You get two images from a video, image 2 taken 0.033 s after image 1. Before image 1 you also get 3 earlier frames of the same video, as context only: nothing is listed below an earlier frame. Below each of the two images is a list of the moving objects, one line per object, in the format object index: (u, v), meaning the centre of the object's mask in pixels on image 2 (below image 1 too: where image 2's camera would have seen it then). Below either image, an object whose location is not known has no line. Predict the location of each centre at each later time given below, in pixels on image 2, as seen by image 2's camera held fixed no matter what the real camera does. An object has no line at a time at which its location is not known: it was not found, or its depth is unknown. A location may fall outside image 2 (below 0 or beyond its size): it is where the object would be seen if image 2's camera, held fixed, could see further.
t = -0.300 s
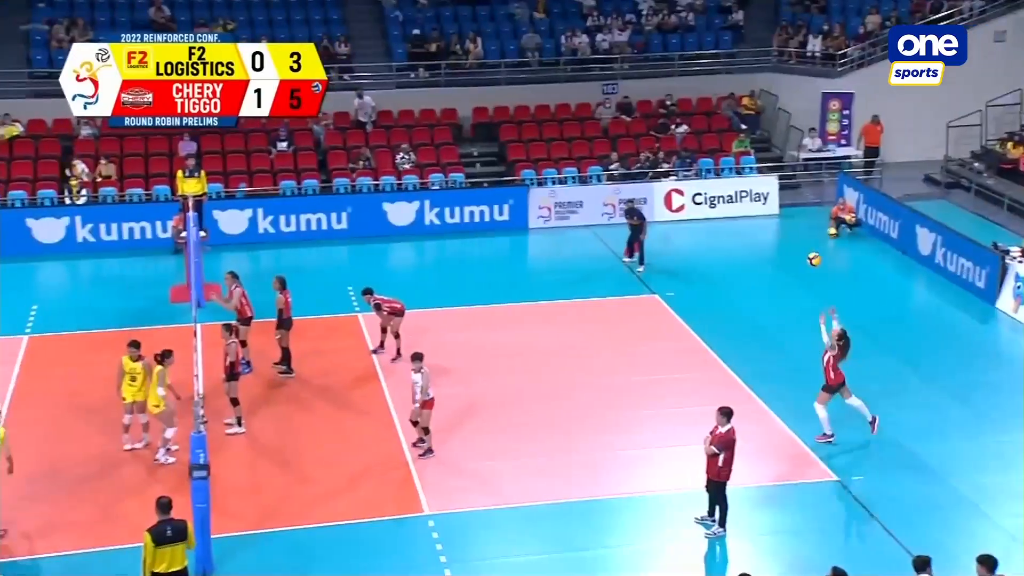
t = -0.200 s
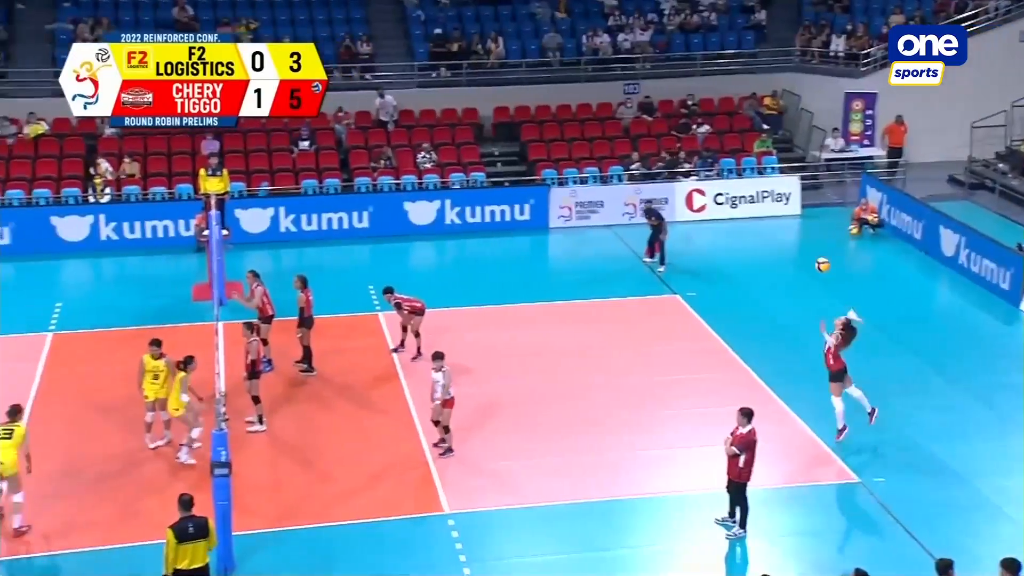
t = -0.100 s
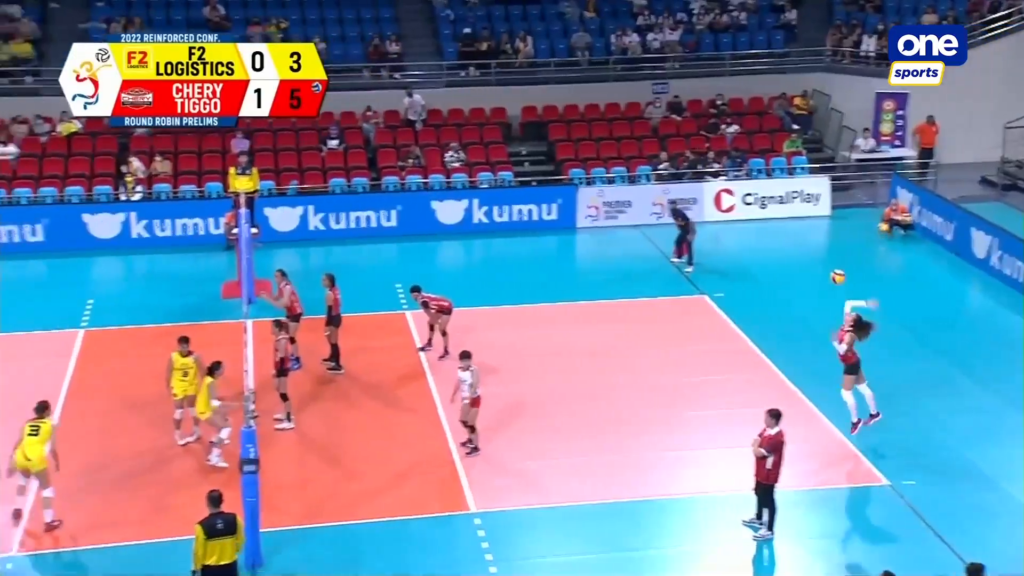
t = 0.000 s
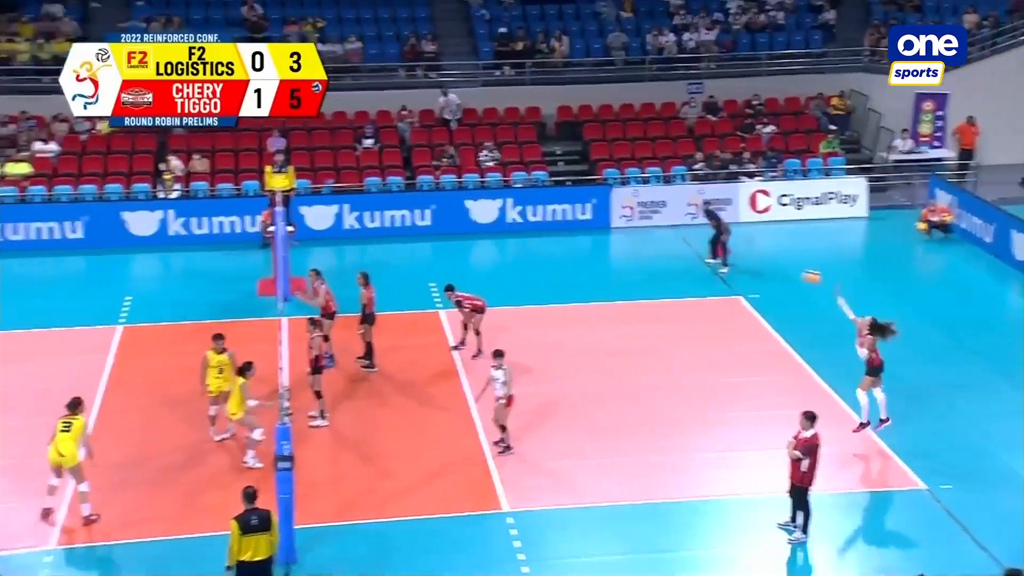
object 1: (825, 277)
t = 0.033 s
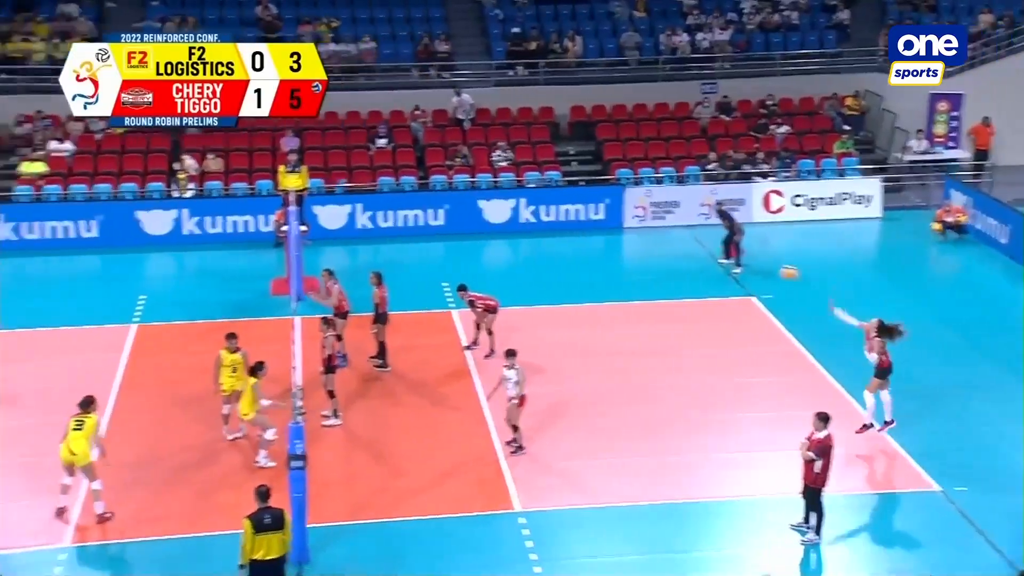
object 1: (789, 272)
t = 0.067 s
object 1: (755, 267)
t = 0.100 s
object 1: (719, 264)
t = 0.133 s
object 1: (684, 261)
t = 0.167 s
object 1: (651, 259)
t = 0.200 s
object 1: (617, 258)
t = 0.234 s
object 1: (584, 257)
